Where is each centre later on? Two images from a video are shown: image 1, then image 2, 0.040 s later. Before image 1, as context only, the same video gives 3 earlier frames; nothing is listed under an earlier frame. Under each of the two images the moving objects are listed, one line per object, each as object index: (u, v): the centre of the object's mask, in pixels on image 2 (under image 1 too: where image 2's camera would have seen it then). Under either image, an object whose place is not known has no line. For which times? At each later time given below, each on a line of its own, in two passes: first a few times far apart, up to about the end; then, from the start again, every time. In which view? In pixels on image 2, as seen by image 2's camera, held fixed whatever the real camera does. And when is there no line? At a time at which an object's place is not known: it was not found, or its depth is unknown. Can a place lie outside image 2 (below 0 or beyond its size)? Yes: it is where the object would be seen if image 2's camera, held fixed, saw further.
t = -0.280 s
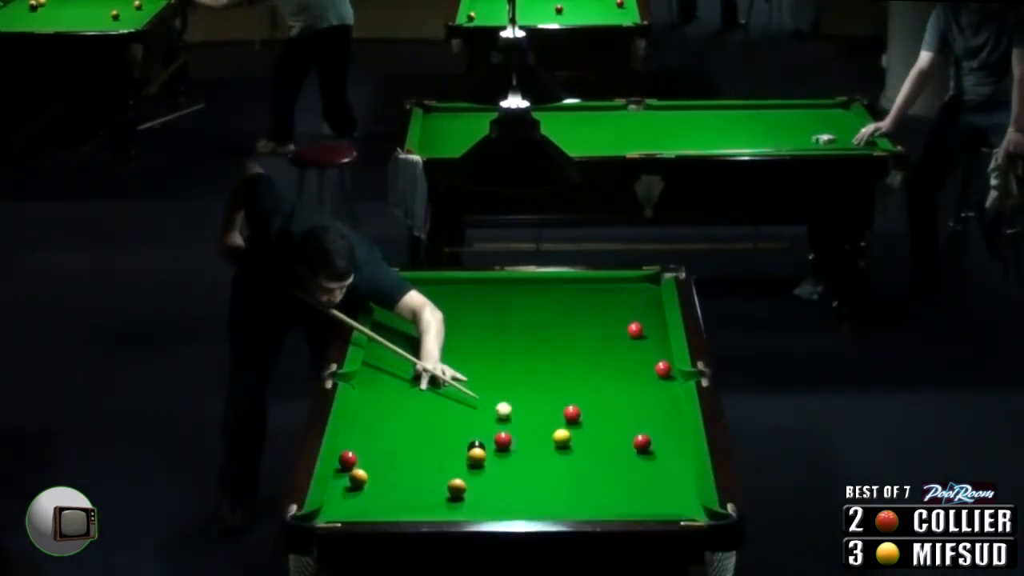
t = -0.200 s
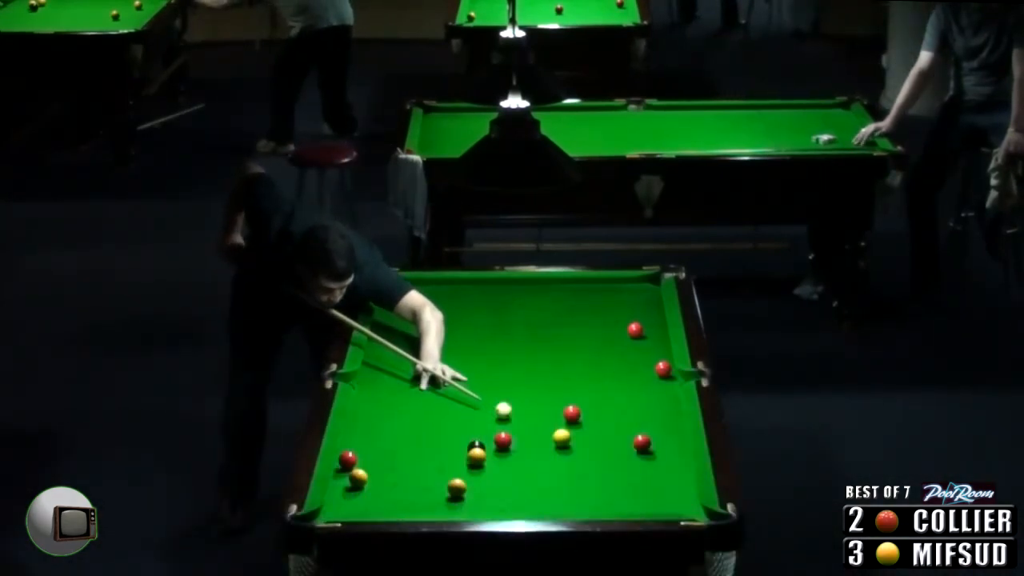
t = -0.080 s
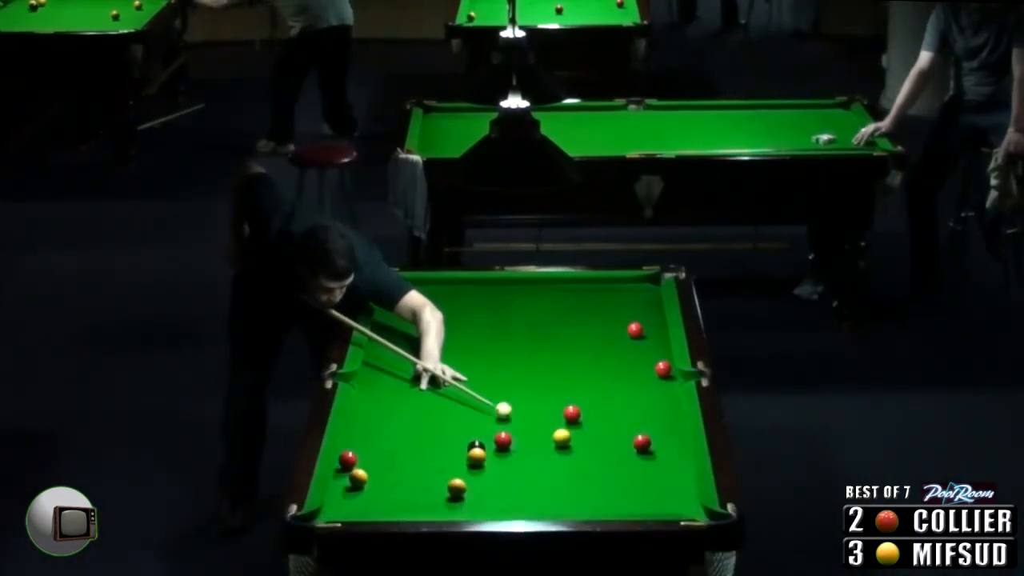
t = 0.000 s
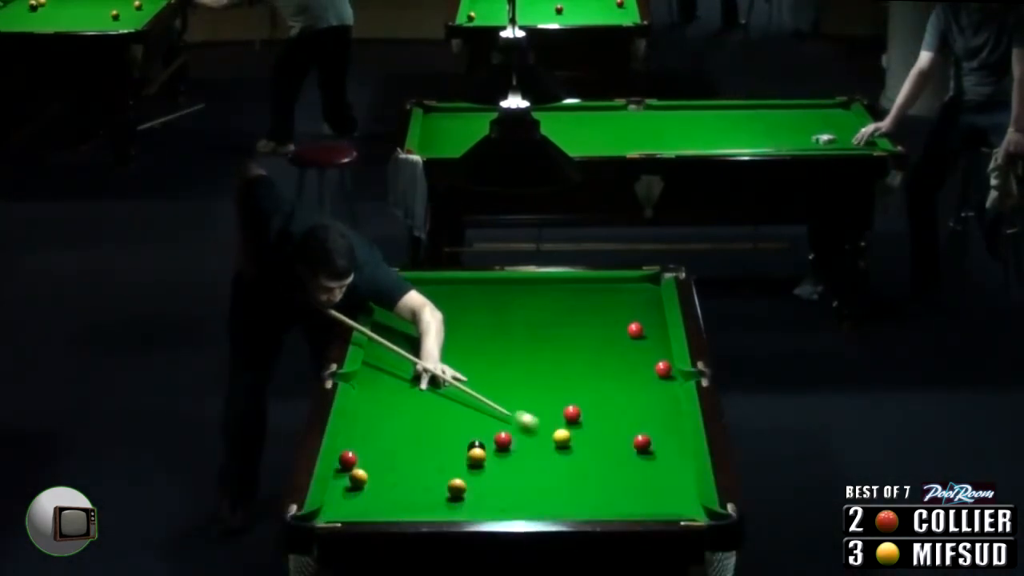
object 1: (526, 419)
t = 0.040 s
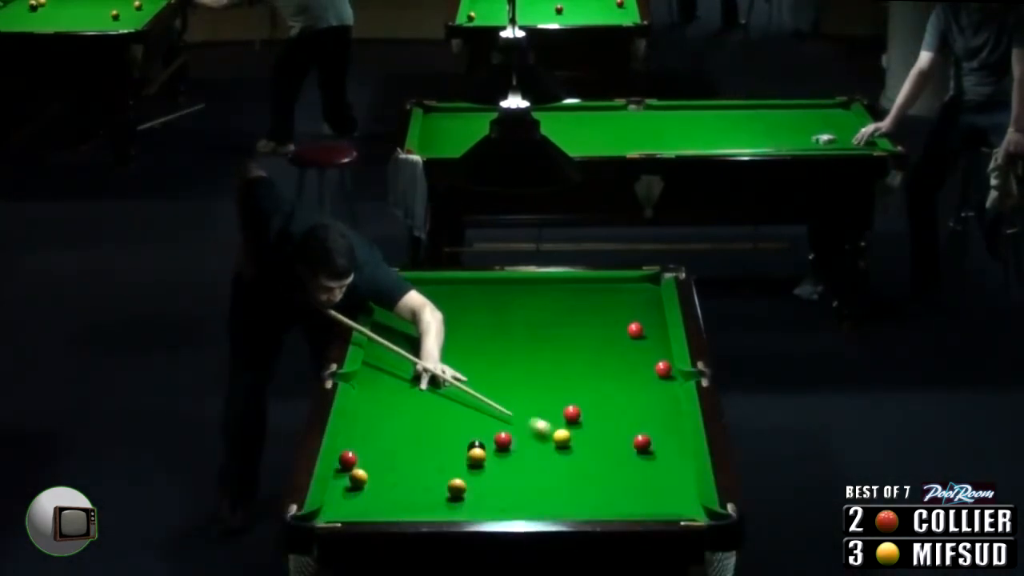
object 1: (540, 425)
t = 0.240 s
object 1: (558, 430)
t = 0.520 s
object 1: (565, 429)
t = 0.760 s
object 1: (570, 428)
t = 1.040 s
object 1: (573, 427)
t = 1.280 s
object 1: (574, 427)
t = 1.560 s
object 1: (574, 427)
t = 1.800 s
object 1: (574, 427)
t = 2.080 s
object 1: (574, 427)
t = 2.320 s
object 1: (574, 427)
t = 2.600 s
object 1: (574, 427)
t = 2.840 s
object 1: (574, 427)
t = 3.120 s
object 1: (574, 427)
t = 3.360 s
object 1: (574, 427)
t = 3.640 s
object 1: (574, 427)
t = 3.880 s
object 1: (574, 427)
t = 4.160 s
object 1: (574, 427)
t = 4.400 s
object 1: (574, 427)
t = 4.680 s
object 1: (574, 427)
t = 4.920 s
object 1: (574, 427)
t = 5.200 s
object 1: (574, 427)
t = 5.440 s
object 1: (574, 427)
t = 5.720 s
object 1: (574, 427)
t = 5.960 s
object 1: (574, 427)
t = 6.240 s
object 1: (574, 427)
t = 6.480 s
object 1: (574, 427)
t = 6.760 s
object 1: (574, 427)
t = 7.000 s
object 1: (574, 427)
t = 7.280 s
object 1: (574, 427)
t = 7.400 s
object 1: (574, 427)
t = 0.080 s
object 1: (551, 430)
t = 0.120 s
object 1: (553, 430)
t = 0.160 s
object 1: (555, 430)
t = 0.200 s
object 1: (556, 430)
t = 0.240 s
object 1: (558, 430)
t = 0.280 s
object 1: (558, 430)
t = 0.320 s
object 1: (560, 430)
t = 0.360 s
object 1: (561, 429)
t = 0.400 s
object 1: (562, 429)
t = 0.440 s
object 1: (563, 429)
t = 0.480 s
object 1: (564, 429)
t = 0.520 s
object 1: (565, 429)
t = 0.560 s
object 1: (566, 429)
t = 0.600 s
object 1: (567, 428)
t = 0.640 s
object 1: (568, 428)
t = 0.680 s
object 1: (568, 428)
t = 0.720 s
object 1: (569, 428)
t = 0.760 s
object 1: (570, 428)
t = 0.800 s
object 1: (570, 428)
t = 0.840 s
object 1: (571, 428)
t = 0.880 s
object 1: (571, 428)
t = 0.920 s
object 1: (572, 428)
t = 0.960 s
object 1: (572, 428)
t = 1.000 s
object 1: (573, 427)
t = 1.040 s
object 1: (573, 427)
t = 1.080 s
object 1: (573, 427)
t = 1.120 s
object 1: (573, 427)
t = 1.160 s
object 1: (574, 427)
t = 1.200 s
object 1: (574, 427)
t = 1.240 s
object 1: (574, 427)
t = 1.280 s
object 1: (574, 427)
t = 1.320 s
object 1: (574, 427)
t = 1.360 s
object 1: (574, 427)
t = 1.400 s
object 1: (574, 427)
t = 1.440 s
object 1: (574, 427)
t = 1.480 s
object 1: (574, 427)
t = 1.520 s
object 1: (574, 427)
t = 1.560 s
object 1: (574, 427)
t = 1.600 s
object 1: (574, 427)
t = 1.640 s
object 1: (574, 427)
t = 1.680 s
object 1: (574, 427)
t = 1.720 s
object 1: (574, 427)
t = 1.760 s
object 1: (574, 427)
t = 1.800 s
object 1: (574, 427)
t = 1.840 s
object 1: (574, 427)
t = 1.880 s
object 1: (574, 427)
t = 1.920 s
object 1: (574, 427)
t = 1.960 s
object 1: (574, 427)
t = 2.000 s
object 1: (574, 427)
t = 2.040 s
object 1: (574, 427)
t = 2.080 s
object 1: (574, 427)
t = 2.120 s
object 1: (574, 427)
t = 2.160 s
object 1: (574, 427)
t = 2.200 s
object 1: (574, 427)
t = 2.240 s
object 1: (574, 427)
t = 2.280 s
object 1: (574, 427)
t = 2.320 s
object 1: (574, 427)
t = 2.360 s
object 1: (574, 427)
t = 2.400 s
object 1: (574, 427)
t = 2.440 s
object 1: (574, 427)
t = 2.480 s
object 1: (574, 427)
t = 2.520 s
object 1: (574, 427)
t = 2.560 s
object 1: (574, 427)
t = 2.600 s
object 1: (574, 427)
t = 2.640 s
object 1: (574, 427)
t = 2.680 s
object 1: (574, 427)
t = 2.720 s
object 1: (574, 427)
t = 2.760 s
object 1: (574, 427)
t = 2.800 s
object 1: (574, 427)
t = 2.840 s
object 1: (574, 427)
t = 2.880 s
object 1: (574, 427)
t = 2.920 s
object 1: (574, 427)
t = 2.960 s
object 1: (574, 427)
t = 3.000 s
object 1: (574, 427)
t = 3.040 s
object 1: (574, 427)
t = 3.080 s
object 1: (574, 427)
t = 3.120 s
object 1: (574, 427)
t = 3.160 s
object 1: (574, 427)
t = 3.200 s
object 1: (574, 427)
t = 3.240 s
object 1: (574, 427)
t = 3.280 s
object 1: (574, 427)
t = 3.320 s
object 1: (574, 427)
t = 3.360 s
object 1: (574, 427)
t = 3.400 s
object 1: (574, 427)
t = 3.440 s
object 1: (574, 427)
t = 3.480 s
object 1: (574, 427)
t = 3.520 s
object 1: (574, 427)
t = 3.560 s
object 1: (574, 427)
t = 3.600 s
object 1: (574, 427)
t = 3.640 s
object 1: (574, 427)
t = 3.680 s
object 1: (574, 427)
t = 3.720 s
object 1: (574, 427)
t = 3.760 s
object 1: (574, 427)
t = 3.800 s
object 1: (574, 427)
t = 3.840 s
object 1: (574, 427)
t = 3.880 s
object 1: (574, 427)
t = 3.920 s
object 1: (574, 427)
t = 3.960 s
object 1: (574, 427)
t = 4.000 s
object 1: (574, 427)
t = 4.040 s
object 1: (574, 427)
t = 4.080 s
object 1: (574, 427)
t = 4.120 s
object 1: (574, 427)
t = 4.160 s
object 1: (574, 427)
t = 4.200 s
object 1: (574, 427)
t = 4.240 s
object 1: (574, 427)
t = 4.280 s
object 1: (574, 427)
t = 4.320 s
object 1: (574, 427)
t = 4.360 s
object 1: (574, 427)
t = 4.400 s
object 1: (574, 427)
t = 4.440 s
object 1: (574, 427)
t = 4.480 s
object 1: (574, 427)
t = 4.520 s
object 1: (574, 427)
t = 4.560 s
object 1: (574, 427)
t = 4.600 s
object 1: (574, 427)
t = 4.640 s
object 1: (574, 427)
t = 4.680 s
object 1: (574, 427)
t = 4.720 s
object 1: (574, 427)
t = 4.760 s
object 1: (574, 427)
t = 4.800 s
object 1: (574, 427)
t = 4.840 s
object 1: (574, 427)
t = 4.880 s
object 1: (574, 427)
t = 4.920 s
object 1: (574, 427)
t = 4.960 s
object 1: (574, 427)
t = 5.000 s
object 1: (574, 427)
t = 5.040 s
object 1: (574, 427)
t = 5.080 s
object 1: (574, 427)
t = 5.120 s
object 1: (574, 427)
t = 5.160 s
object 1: (574, 427)
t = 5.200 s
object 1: (574, 427)
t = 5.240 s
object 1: (574, 427)
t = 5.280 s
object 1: (574, 427)
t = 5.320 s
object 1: (574, 427)
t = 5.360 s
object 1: (574, 427)
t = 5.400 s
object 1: (574, 427)
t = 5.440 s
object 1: (574, 427)
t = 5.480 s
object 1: (574, 427)
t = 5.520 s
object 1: (574, 427)
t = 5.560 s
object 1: (574, 427)
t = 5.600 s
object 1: (574, 427)
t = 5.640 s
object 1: (574, 427)
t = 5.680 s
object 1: (574, 427)
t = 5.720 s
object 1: (574, 427)
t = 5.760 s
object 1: (574, 427)
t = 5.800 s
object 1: (574, 427)
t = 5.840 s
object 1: (574, 427)
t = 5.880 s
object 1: (574, 427)
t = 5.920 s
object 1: (574, 427)
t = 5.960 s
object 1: (574, 427)
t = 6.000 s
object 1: (574, 427)
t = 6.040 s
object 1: (574, 427)
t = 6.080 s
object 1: (574, 427)
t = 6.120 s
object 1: (574, 427)
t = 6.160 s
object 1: (574, 427)
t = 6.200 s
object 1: (574, 427)
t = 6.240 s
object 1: (574, 427)
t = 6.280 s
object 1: (574, 427)
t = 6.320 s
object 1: (574, 427)
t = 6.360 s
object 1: (574, 427)
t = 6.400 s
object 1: (574, 427)
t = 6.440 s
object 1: (574, 427)
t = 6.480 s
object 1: (574, 427)
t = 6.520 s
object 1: (574, 427)
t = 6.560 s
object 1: (574, 427)
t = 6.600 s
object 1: (574, 427)
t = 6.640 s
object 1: (574, 427)
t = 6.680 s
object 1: (574, 427)
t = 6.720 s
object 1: (574, 427)
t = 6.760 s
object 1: (574, 427)
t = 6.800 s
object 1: (574, 427)
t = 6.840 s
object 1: (574, 427)
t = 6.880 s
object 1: (574, 427)
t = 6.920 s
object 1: (574, 427)
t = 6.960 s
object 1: (574, 427)
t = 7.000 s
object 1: (574, 427)
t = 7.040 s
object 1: (574, 427)
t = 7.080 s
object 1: (574, 427)
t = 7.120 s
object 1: (574, 427)
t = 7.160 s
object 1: (574, 427)
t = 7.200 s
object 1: (574, 427)
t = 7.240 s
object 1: (574, 427)
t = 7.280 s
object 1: (574, 427)
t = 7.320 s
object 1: (574, 427)
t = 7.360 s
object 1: (574, 427)
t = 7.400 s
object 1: (574, 427)
